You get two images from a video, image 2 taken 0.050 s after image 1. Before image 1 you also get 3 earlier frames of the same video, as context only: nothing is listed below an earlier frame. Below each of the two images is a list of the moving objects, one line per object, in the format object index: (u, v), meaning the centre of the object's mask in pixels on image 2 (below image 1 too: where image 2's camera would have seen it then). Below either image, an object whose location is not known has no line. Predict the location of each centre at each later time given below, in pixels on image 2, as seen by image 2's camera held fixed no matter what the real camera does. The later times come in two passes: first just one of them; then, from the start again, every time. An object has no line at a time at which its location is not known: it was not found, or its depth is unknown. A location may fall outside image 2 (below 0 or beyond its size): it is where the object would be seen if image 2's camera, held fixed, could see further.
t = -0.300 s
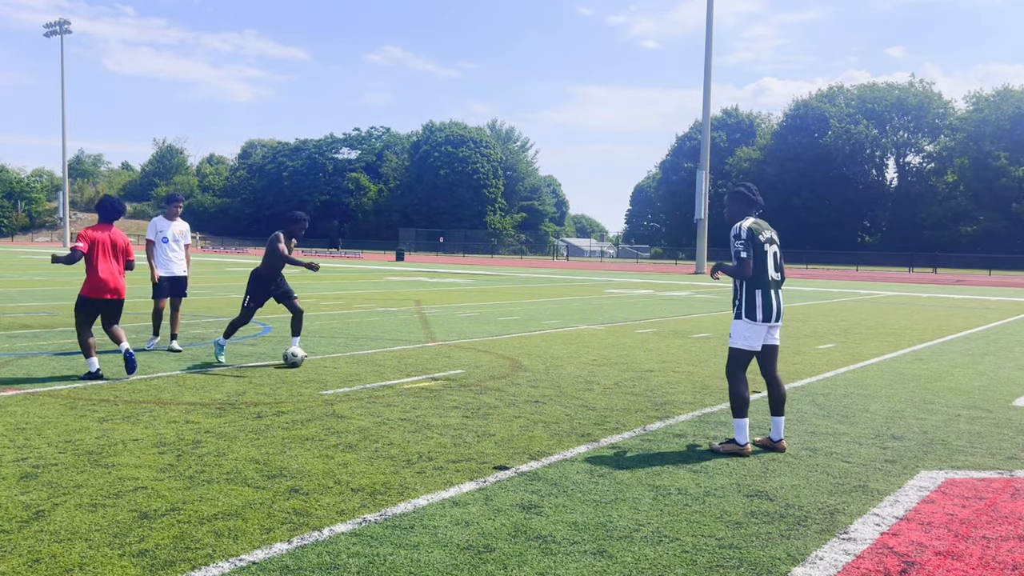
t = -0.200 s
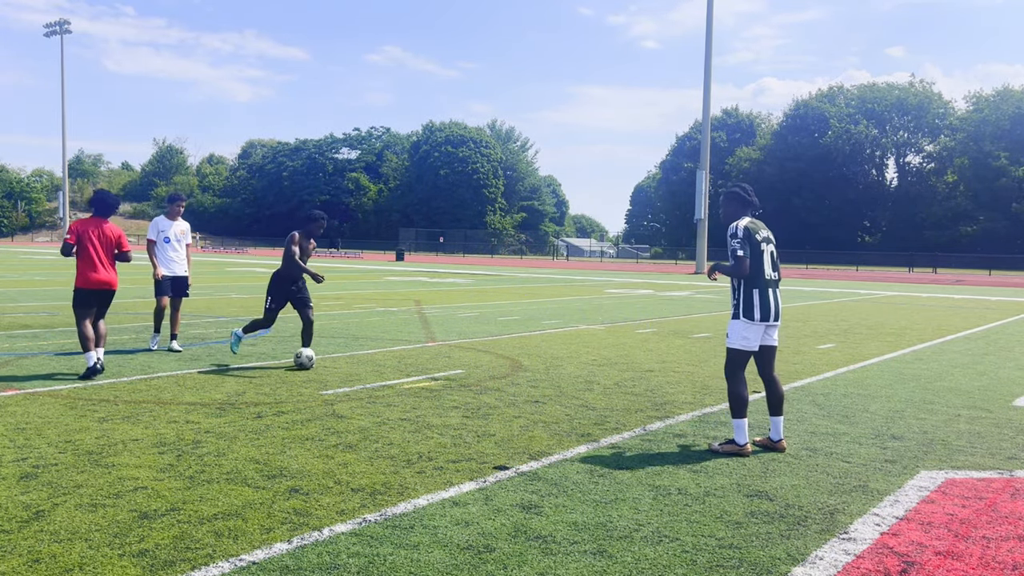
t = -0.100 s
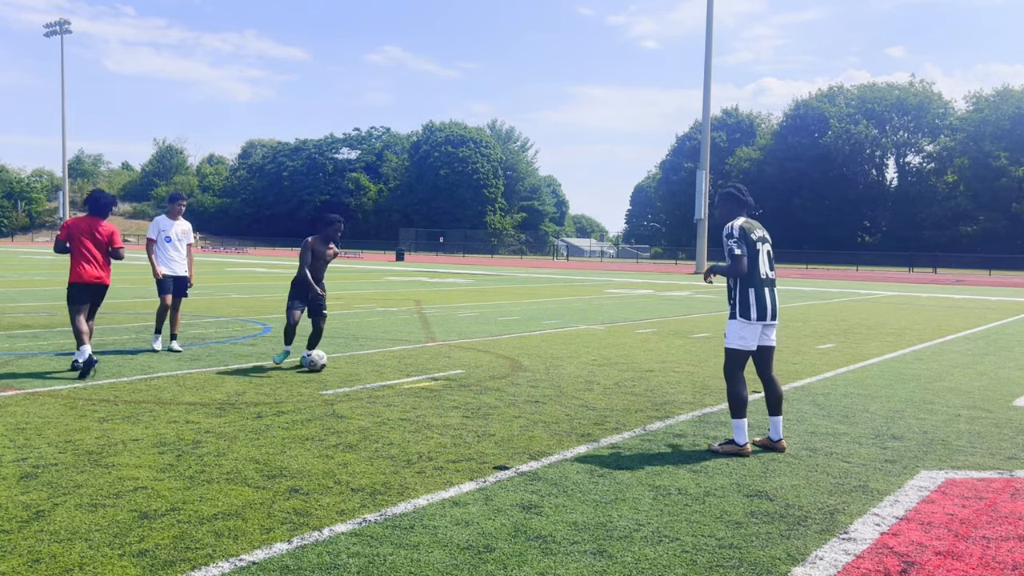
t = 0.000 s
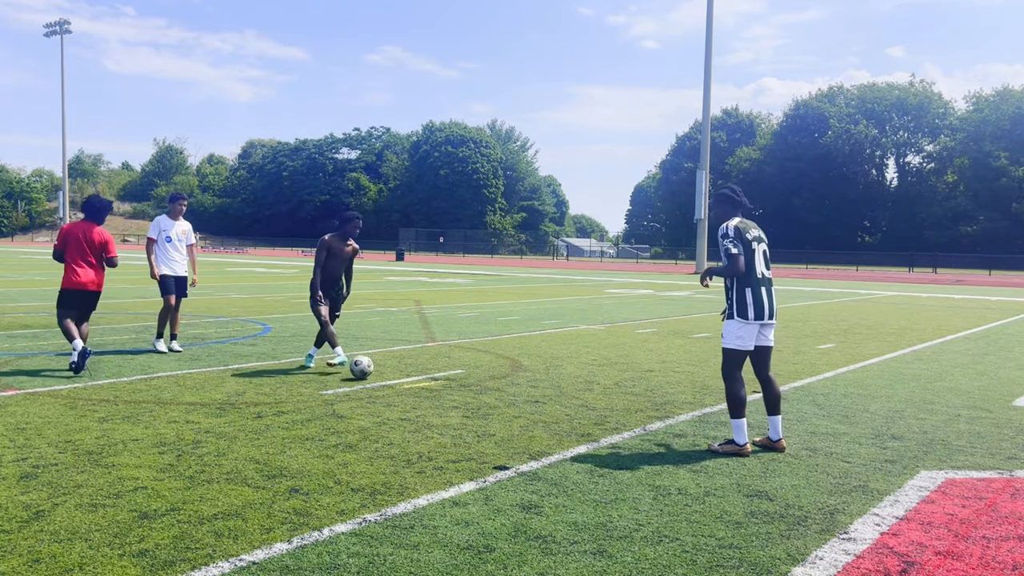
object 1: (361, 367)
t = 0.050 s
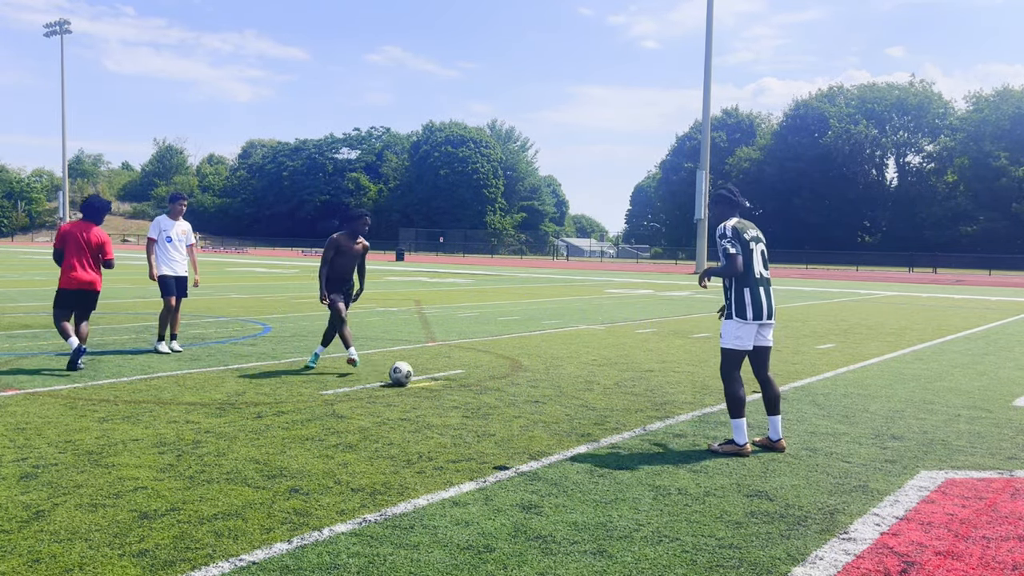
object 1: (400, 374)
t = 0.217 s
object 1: (542, 397)
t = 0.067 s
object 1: (414, 374)
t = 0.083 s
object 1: (427, 375)
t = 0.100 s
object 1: (440, 377)
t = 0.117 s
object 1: (454, 378)
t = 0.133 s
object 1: (468, 381)
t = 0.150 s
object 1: (482, 384)
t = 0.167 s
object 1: (498, 387)
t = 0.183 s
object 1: (512, 390)
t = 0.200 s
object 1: (528, 394)
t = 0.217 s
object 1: (542, 397)
